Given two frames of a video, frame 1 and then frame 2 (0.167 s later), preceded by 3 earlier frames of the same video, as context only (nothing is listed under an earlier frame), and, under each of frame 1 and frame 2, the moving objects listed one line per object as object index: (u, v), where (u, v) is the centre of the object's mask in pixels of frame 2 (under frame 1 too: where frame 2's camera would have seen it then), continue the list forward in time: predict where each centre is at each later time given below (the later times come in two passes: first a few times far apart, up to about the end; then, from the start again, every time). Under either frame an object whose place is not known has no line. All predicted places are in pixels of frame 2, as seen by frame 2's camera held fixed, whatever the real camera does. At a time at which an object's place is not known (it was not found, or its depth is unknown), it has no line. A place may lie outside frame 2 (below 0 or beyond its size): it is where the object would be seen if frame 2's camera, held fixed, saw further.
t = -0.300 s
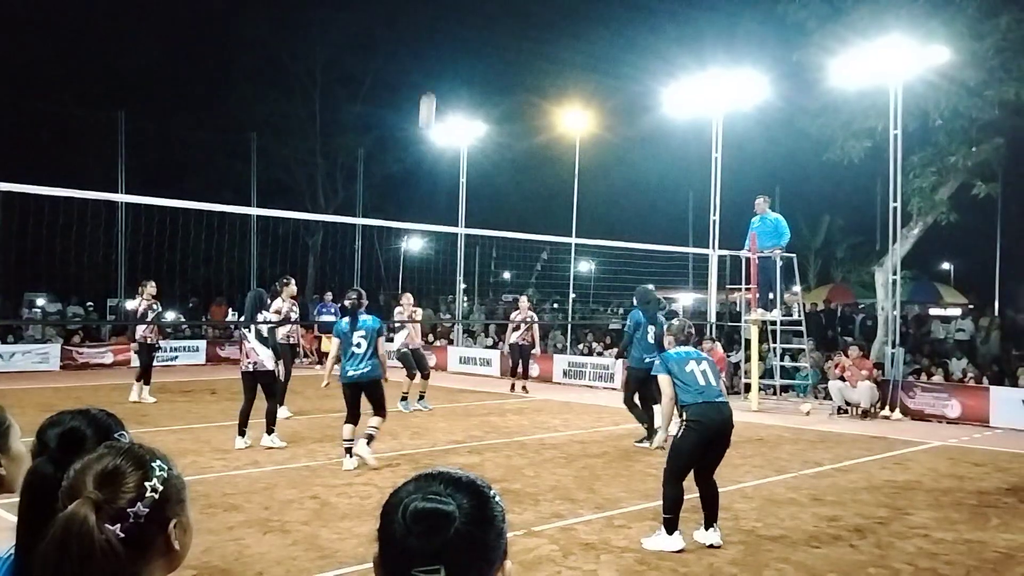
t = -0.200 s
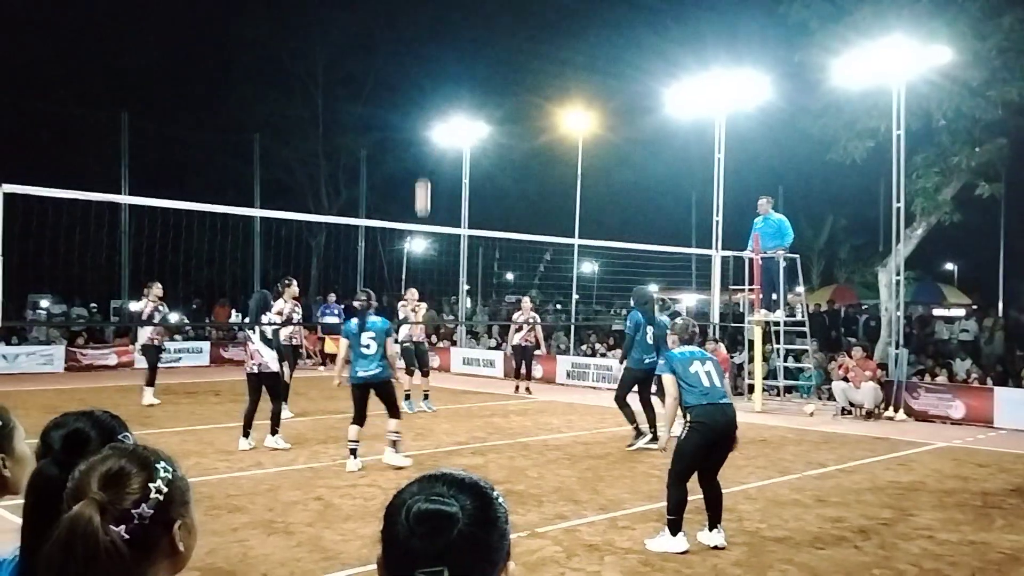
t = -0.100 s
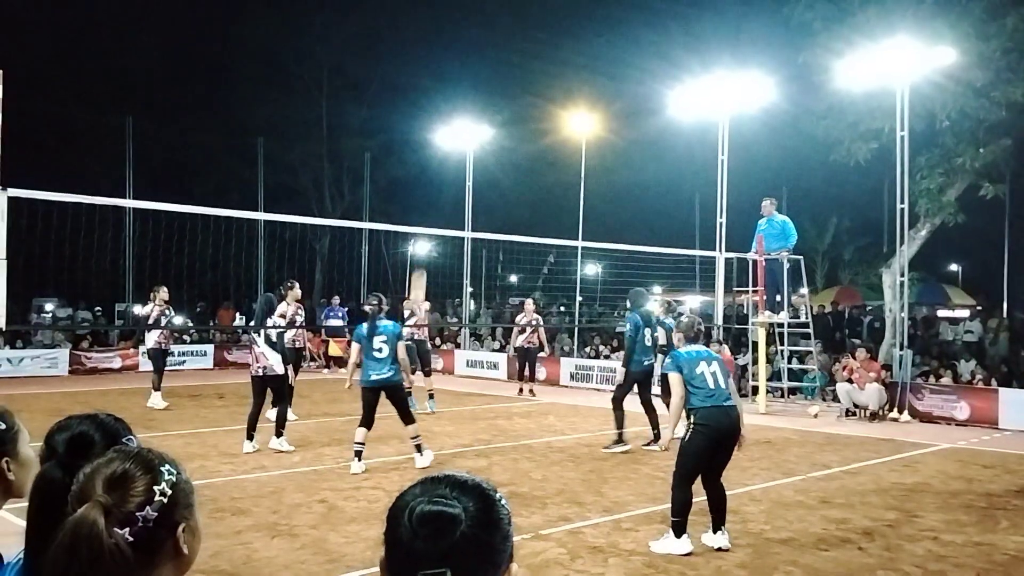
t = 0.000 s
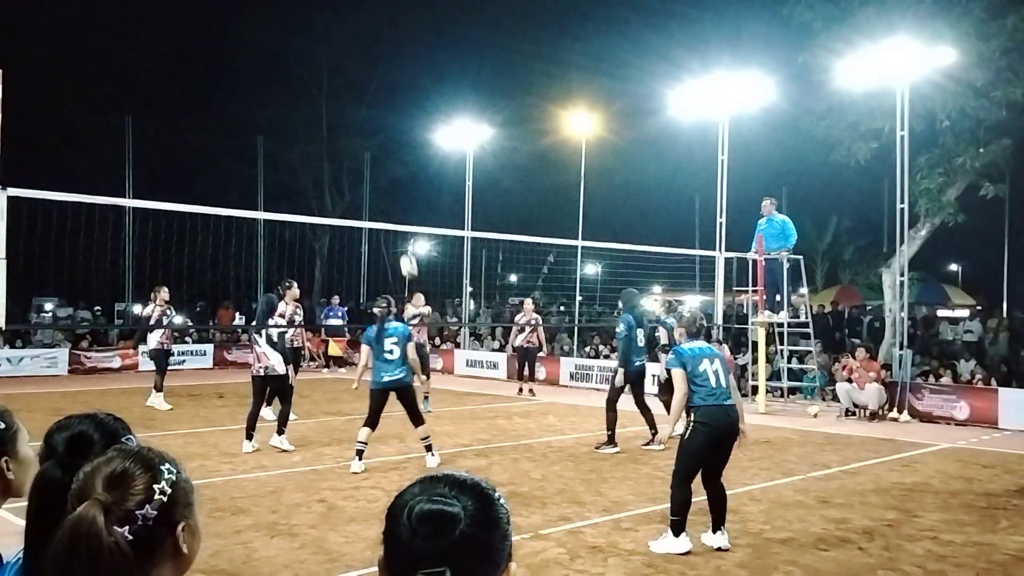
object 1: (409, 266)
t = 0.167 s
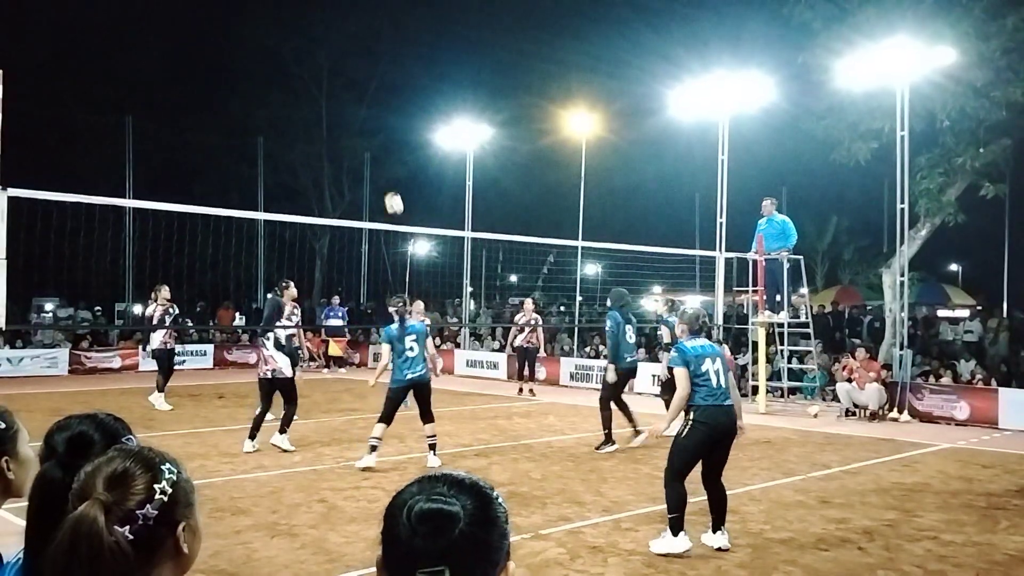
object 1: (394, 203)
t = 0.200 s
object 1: (390, 193)
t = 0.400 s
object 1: (369, 145)
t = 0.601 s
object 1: (345, 126)
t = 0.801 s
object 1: (318, 140)
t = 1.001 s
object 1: (288, 192)
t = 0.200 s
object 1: (390, 193)
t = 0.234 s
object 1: (387, 183)
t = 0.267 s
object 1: (383, 174)
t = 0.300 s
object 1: (380, 165)
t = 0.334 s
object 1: (376, 158)
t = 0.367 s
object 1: (373, 151)
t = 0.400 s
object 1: (369, 145)
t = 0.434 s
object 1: (365, 140)
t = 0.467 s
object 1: (362, 135)
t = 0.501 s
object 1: (357, 132)
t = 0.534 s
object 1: (353, 129)
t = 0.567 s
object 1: (349, 127)
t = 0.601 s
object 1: (345, 126)
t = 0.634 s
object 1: (341, 125)
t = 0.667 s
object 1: (337, 126)
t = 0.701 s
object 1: (332, 128)
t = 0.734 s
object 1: (327, 131)
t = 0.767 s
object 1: (323, 135)
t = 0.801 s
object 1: (318, 140)
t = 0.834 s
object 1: (313, 145)
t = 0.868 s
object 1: (308, 153)
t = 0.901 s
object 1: (303, 161)
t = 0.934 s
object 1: (298, 170)
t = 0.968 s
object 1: (293, 180)
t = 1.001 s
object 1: (288, 192)
